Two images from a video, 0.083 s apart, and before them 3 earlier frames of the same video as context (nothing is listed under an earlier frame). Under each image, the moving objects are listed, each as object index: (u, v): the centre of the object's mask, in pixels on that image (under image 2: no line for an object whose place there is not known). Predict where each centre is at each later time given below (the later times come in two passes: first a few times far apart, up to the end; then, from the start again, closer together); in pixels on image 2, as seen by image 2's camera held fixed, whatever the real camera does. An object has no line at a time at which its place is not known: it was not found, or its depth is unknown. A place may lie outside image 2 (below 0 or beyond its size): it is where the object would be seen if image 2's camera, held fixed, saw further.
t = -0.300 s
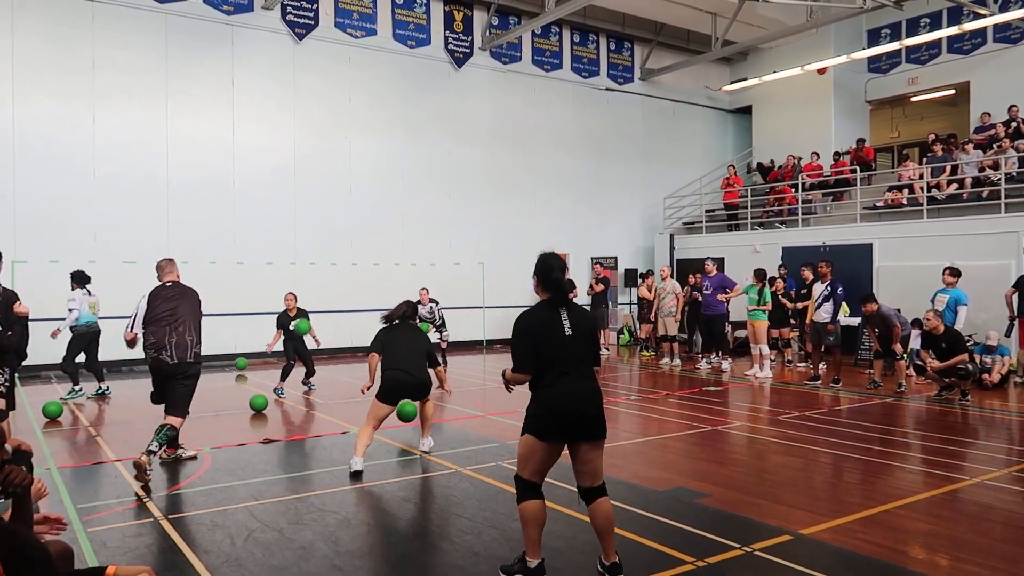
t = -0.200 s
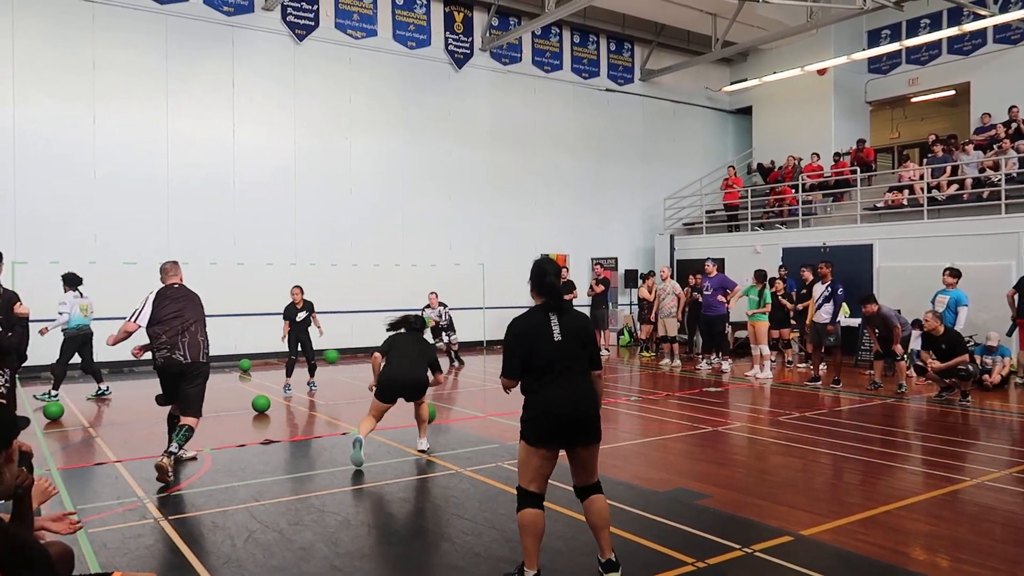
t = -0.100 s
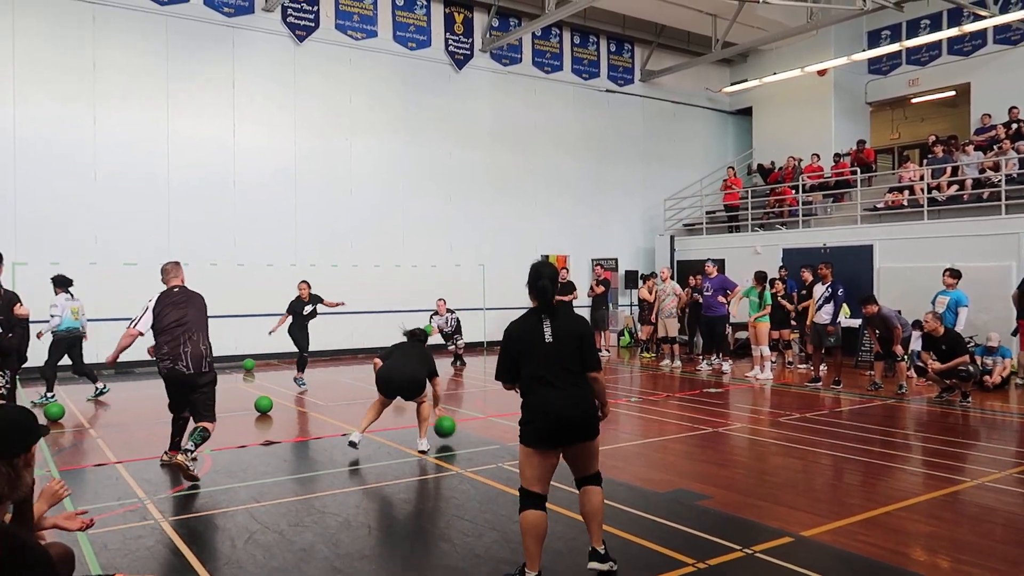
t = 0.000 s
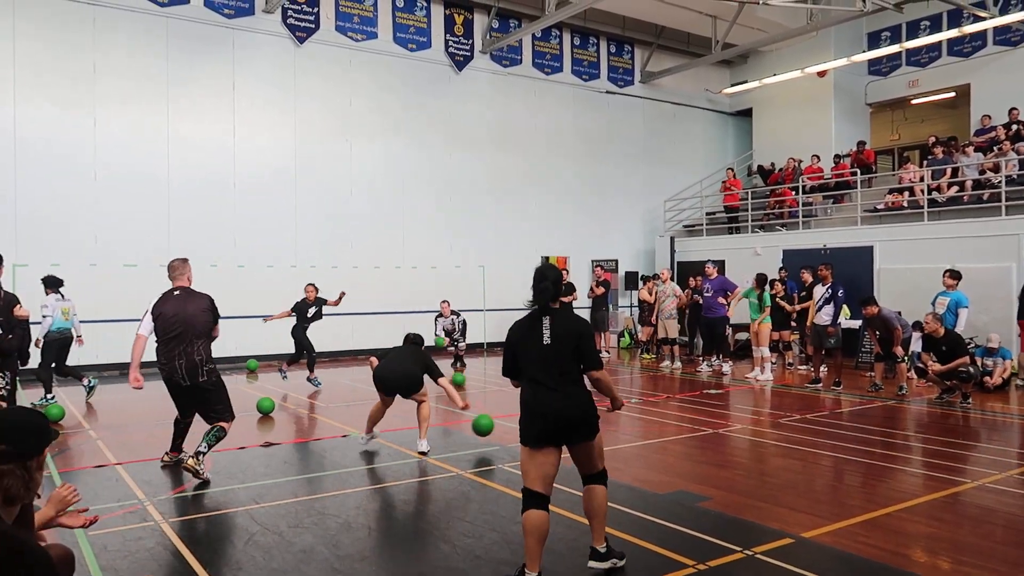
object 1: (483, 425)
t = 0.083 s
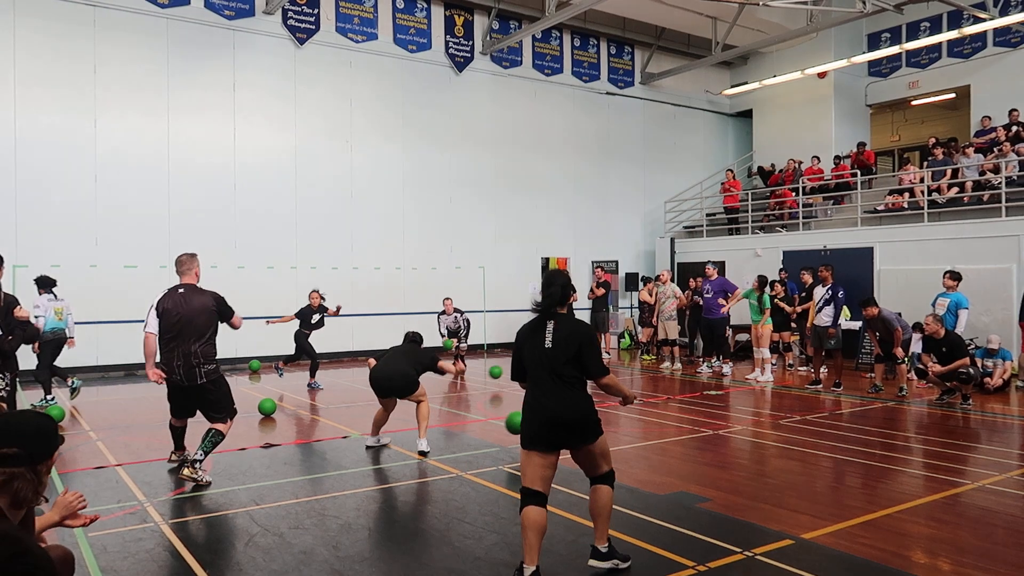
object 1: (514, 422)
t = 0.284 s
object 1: (611, 444)
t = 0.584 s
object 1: (739, 464)
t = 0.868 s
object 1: (882, 474)
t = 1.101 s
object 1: (1008, 491)
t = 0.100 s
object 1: (517, 422)
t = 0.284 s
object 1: (611, 444)
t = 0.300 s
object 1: (615, 449)
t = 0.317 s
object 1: (619, 450)
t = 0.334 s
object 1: (624, 449)
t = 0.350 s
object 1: (631, 448)
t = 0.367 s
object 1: (638, 447)
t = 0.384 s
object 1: (646, 446)
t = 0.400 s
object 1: (653, 446)
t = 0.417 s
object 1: (661, 446)
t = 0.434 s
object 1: (668, 446)
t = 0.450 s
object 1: (676, 447)
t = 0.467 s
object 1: (684, 448)
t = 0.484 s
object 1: (692, 450)
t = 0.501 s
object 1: (699, 451)
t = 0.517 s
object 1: (708, 453)
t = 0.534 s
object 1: (715, 456)
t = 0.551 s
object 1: (723, 459)
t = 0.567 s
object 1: (731, 462)
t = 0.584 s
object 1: (739, 464)
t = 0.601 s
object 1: (747, 462)
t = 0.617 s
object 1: (755, 462)
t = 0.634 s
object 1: (763, 461)
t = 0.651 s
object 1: (771, 461)
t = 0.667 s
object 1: (780, 462)
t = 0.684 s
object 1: (788, 462)
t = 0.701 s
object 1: (796, 463)
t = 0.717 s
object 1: (805, 465)
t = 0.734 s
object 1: (813, 467)
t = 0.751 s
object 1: (821, 469)
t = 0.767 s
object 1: (830, 472)
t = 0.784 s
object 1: (839, 474)
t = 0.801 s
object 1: (847, 474)
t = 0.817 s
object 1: (856, 473)
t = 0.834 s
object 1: (864, 473)
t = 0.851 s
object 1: (873, 473)
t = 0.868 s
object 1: (882, 474)
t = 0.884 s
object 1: (891, 475)
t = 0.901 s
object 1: (900, 476)
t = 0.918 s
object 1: (909, 478)
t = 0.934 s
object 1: (918, 481)
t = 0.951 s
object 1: (927, 483)
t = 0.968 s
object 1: (936, 484)
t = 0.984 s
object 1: (945, 483)
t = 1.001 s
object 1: (955, 484)
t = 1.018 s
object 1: (964, 485)
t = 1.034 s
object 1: (973, 486)
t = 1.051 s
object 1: (983, 488)
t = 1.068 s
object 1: (992, 490)
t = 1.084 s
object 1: (1002, 492)
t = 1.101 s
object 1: (1008, 491)
